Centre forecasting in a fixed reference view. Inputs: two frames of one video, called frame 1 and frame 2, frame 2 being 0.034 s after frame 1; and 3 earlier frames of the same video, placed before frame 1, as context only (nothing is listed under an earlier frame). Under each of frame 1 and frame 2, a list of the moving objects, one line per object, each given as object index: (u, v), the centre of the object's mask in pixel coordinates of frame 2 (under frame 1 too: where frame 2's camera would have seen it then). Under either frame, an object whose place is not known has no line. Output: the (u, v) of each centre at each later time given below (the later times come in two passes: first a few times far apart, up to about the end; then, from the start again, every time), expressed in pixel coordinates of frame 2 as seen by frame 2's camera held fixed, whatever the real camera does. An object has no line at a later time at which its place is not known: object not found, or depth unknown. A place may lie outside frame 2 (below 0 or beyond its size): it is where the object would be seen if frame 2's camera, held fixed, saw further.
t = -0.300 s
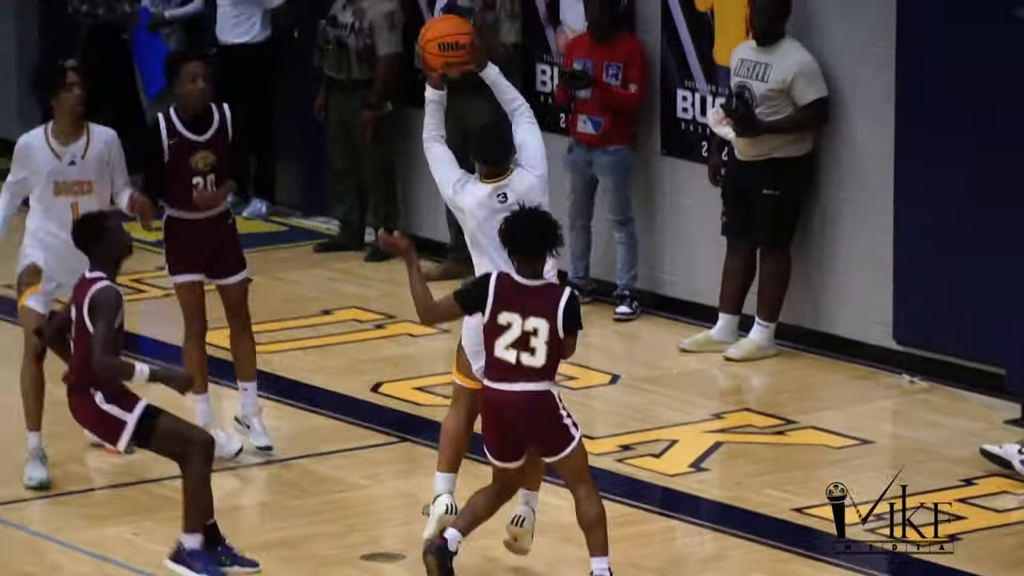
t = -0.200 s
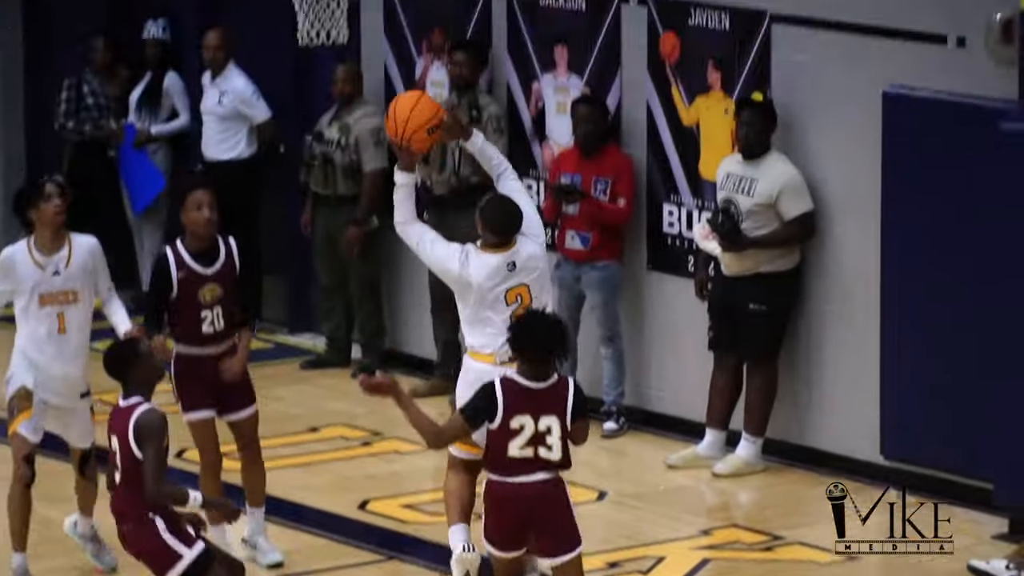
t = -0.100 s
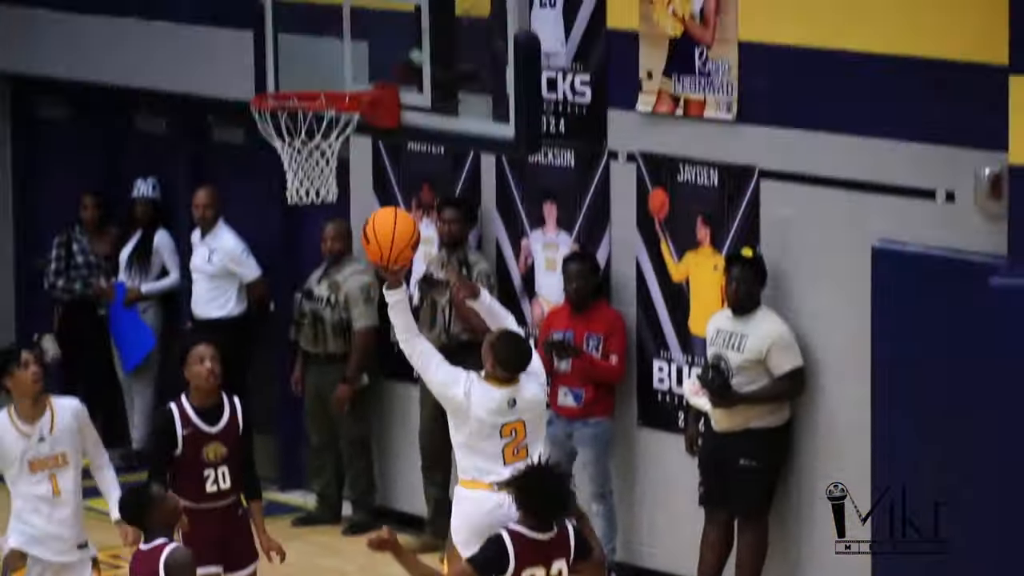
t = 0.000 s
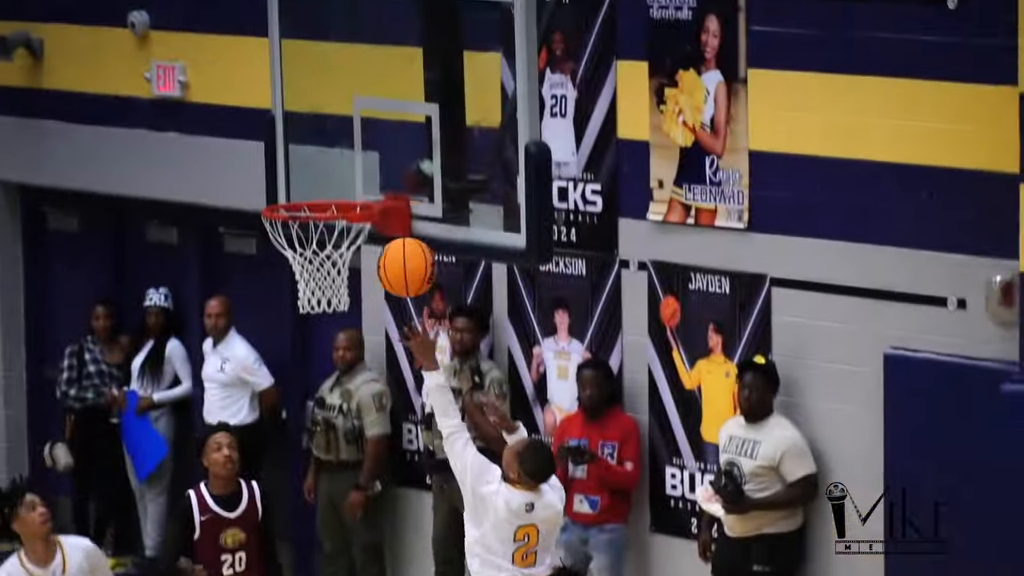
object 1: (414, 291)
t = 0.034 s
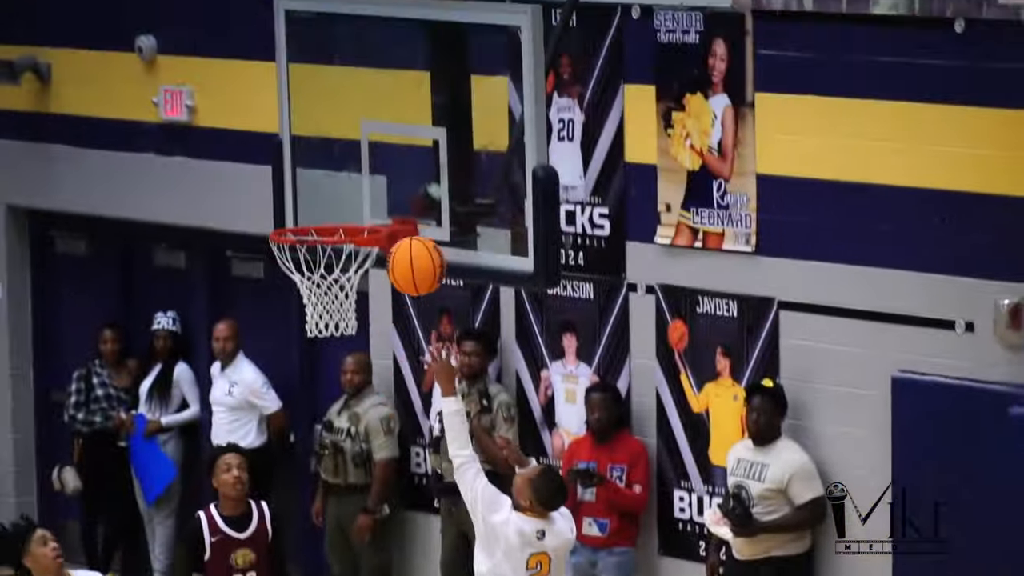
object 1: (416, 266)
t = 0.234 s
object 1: (408, 189)
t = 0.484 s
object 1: (379, 193)
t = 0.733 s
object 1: (368, 203)
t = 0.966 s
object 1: (349, 208)
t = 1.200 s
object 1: (323, 233)
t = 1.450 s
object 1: (309, 301)
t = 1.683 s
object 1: (335, 394)
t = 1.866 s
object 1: (352, 556)
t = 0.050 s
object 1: (416, 254)
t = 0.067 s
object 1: (417, 243)
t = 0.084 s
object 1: (418, 233)
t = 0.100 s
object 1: (419, 223)
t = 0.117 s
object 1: (420, 215)
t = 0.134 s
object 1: (420, 207)
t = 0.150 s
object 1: (422, 199)
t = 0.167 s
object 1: (422, 193)
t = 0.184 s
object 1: (420, 190)
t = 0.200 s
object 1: (416, 189)
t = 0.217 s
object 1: (412, 189)
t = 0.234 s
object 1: (408, 189)
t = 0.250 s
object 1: (404, 190)
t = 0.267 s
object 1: (400, 191)
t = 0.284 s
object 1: (396, 193)
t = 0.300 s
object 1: (392, 196)
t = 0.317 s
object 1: (388, 199)
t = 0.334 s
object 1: (384, 203)
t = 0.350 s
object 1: (383, 201)
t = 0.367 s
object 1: (382, 199)
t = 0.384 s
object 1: (382, 196)
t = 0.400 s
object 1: (382, 194)
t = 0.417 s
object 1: (381, 192)
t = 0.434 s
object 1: (381, 192)
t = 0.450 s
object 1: (380, 192)
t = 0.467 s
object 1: (380, 192)
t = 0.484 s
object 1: (379, 193)
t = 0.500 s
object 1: (379, 195)
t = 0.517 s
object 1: (378, 197)
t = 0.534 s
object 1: (378, 200)
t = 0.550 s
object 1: (377, 203)
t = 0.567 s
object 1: (376, 202)
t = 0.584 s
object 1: (375, 199)
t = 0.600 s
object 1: (375, 198)
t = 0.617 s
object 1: (374, 197)
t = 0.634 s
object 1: (373, 197)
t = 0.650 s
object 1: (372, 198)
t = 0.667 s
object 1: (371, 198)
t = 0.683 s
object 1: (370, 199)
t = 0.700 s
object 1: (369, 202)
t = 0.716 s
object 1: (369, 204)
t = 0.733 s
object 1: (368, 203)
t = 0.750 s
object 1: (366, 202)
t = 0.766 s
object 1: (366, 202)
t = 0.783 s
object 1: (364, 201)
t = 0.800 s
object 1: (363, 201)
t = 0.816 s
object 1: (362, 203)
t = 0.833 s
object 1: (361, 204)
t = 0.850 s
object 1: (360, 206)
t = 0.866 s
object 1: (358, 205)
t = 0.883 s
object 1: (356, 204)
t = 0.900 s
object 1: (355, 204)
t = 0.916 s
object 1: (353, 205)
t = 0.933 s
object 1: (352, 205)
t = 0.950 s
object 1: (350, 207)
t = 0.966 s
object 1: (349, 208)
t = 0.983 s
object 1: (347, 208)
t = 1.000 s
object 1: (345, 208)
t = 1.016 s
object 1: (343, 209)
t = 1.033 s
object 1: (342, 210)
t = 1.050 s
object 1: (340, 210)
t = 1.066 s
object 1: (337, 211)
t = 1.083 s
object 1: (336, 211)
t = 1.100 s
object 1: (333, 213)
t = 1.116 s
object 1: (332, 214)
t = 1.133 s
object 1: (331, 217)
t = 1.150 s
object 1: (328, 220)
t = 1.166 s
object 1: (326, 219)
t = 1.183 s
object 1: (324, 227)
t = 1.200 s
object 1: (323, 233)
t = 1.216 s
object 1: (321, 238)
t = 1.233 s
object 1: (319, 243)
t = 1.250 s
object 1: (318, 249)
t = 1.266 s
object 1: (316, 256)
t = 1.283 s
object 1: (314, 262)
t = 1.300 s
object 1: (313, 269)
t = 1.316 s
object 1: (310, 268)
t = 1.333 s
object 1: (308, 270)
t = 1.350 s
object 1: (309, 277)
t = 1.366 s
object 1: (309, 288)
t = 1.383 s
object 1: (308, 293)
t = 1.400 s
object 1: (308, 295)
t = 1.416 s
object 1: (308, 297)
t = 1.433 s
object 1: (309, 299)
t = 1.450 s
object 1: (309, 301)
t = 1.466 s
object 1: (310, 303)
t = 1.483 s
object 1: (311, 306)
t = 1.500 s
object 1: (314, 309)
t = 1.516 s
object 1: (318, 316)
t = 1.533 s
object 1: (320, 321)
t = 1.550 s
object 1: (321, 327)
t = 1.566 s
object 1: (323, 332)
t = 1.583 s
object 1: (325, 339)
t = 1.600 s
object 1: (326, 347)
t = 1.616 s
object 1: (329, 355)
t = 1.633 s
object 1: (331, 363)
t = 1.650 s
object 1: (333, 373)
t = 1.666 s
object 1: (334, 383)
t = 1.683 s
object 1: (335, 394)
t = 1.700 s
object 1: (337, 405)
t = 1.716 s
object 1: (339, 417)
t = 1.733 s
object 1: (340, 430)
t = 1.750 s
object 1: (342, 444)
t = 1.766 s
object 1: (344, 458)
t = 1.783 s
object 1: (345, 472)
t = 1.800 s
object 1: (346, 488)
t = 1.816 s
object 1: (348, 504)
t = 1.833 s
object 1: (349, 520)
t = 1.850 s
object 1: (351, 537)
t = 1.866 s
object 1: (352, 556)
